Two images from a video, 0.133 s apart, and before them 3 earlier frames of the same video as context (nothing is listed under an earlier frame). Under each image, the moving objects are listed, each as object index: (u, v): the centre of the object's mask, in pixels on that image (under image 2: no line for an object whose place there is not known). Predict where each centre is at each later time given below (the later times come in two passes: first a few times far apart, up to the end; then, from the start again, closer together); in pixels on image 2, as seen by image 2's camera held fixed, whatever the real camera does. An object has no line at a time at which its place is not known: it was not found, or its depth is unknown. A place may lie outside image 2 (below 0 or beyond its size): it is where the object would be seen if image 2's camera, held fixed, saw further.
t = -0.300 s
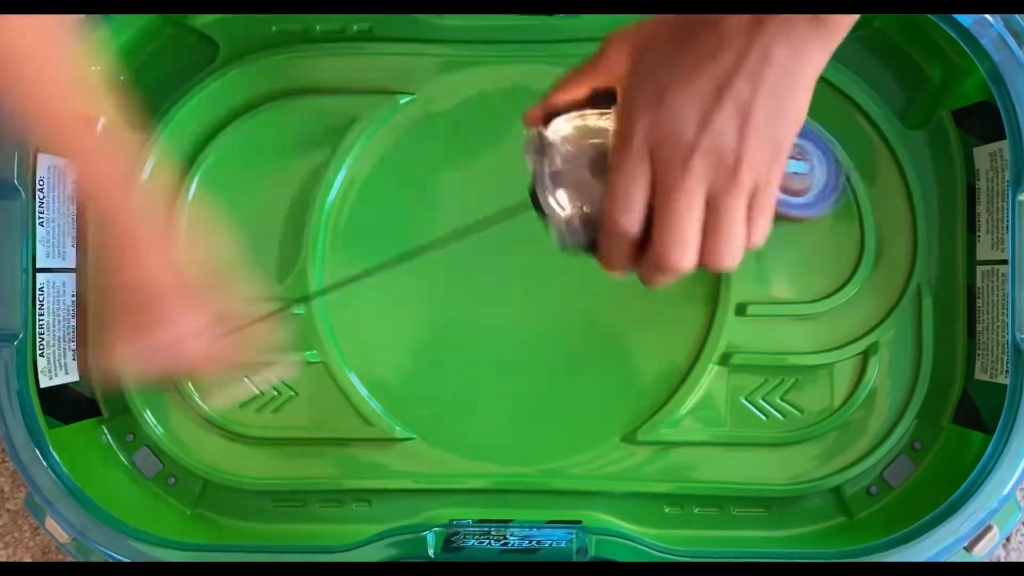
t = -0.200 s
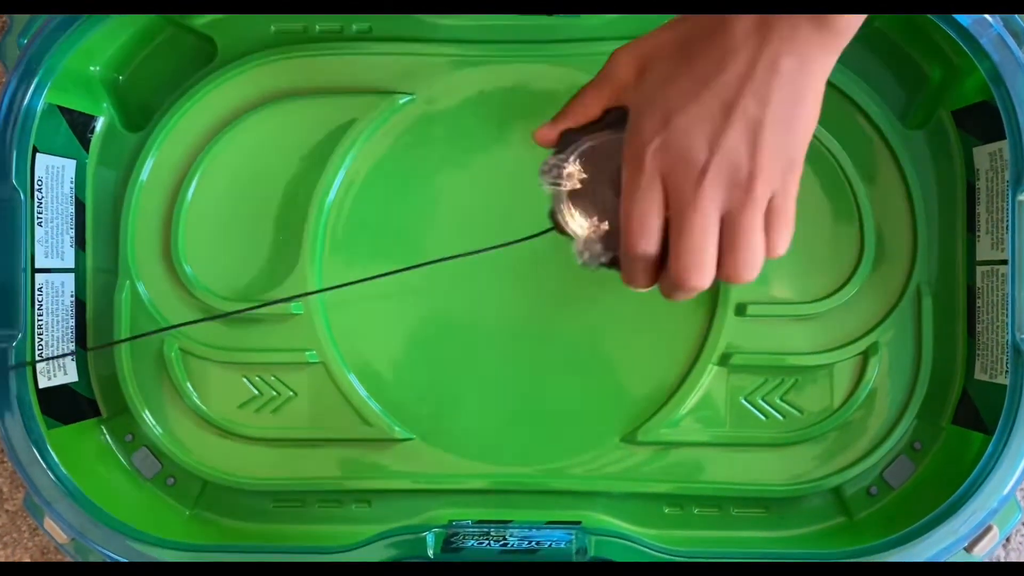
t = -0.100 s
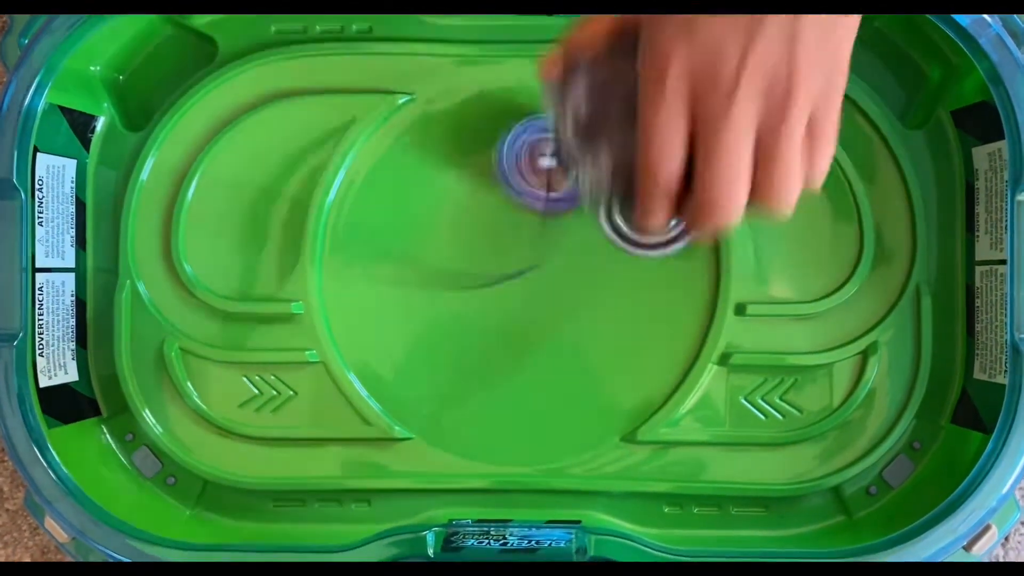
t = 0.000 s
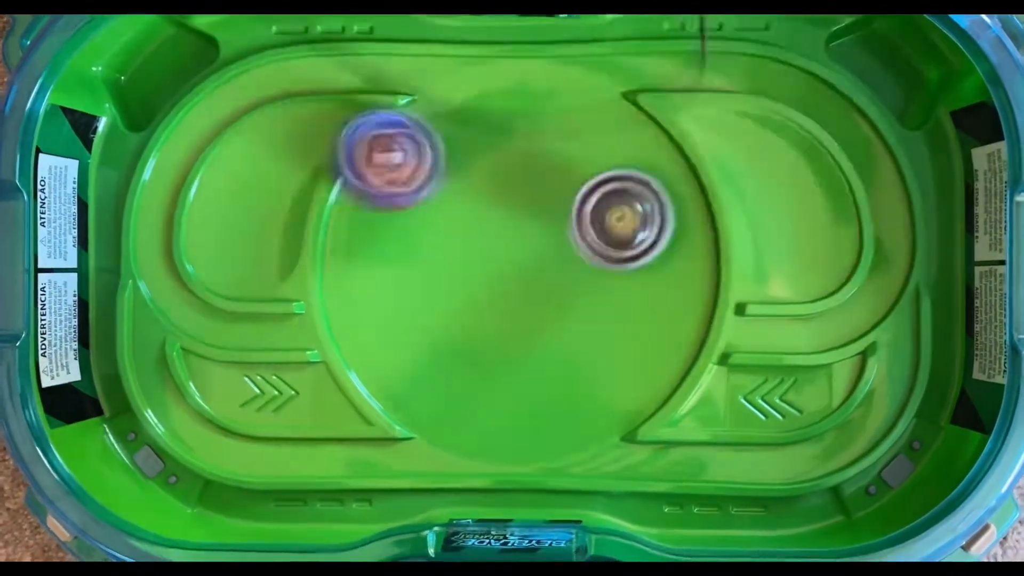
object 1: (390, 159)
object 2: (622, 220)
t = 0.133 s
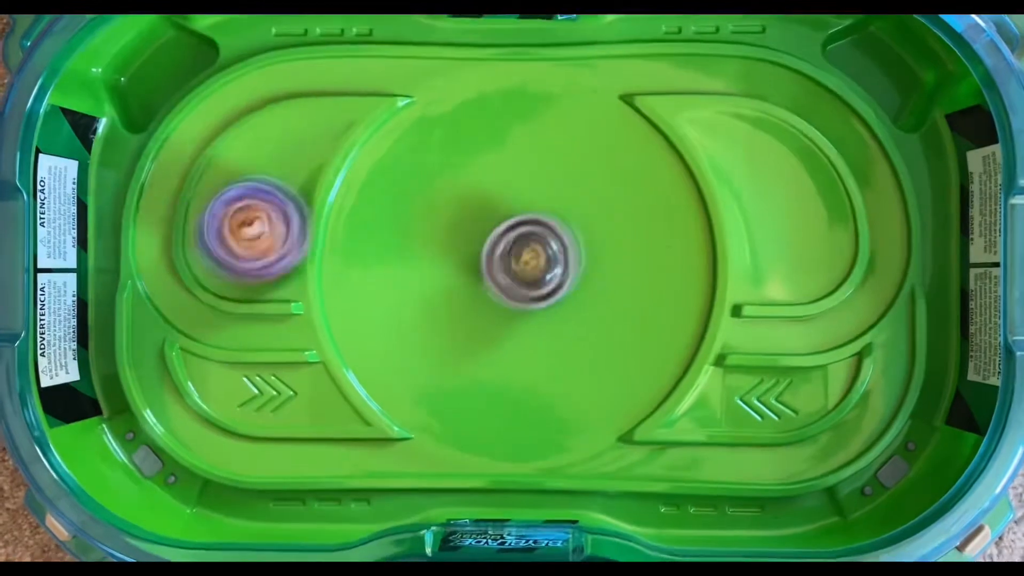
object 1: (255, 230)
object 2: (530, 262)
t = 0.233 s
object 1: (195, 240)
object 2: (461, 318)
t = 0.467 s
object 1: (211, 176)
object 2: (427, 431)
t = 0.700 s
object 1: (218, 201)
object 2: (530, 432)
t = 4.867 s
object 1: (610, 235)
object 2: (599, 378)
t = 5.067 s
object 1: (566, 122)
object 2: (651, 217)
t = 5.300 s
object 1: (429, 90)
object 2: (562, 185)
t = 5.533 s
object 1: (386, 245)
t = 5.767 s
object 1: (348, 345)
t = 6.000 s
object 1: (453, 385)
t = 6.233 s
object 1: (422, 296)
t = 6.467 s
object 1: (404, 182)
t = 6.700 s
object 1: (429, 152)
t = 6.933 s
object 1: (390, 226)
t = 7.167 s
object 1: (444, 323)
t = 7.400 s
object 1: (494, 388)
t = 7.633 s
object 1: (480, 419)
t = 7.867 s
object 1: (424, 365)
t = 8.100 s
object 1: (448, 252)
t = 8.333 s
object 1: (348, 224)
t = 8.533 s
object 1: (403, 235)
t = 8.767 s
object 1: (492, 291)
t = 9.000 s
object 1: (513, 384)
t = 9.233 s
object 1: (459, 411)
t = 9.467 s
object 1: (436, 399)
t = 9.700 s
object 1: (425, 340)
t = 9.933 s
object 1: (405, 289)
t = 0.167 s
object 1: (220, 245)
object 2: (505, 279)
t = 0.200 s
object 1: (188, 251)
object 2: (482, 297)
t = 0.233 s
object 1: (195, 240)
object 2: (461, 318)
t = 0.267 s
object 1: (207, 231)
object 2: (443, 342)
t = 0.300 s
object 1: (214, 221)
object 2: (430, 364)
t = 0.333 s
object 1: (218, 211)
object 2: (422, 383)
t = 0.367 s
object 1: (221, 203)
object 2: (418, 399)
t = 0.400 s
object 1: (220, 193)
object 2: (418, 412)
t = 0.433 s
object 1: (216, 184)
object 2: (421, 422)
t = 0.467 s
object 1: (211, 176)
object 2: (427, 431)
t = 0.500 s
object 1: (204, 169)
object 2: (435, 437)
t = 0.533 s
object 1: (200, 168)
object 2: (447, 442)
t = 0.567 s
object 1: (203, 172)
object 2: (460, 444)
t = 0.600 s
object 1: (207, 180)
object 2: (475, 445)
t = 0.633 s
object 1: (211, 188)
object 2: (492, 444)
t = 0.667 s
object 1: (216, 195)
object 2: (511, 440)
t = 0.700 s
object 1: (218, 201)
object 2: (530, 432)
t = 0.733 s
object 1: (219, 204)
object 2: (548, 420)
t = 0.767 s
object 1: (219, 203)
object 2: (565, 403)
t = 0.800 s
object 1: (219, 199)
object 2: (577, 383)
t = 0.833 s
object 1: (219, 193)
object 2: (583, 359)
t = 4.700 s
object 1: (558, 333)
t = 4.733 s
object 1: (575, 315)
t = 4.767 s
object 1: (588, 296)
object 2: (511, 421)
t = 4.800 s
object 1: (599, 277)
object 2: (543, 412)
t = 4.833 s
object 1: (606, 256)
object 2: (572, 398)
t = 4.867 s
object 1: (610, 235)
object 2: (599, 378)
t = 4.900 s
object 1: (612, 214)
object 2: (622, 354)
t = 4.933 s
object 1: (611, 194)
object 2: (640, 324)
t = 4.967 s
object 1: (607, 176)
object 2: (650, 292)
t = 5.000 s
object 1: (600, 159)
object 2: (654, 260)
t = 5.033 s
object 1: (589, 145)
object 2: (651, 229)
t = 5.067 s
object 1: (566, 122)
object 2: (651, 217)
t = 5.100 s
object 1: (543, 98)
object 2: (649, 209)
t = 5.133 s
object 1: (522, 83)
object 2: (643, 200)
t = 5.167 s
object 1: (502, 78)
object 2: (632, 191)
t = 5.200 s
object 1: (482, 76)
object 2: (618, 183)
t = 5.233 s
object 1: (463, 77)
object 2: (601, 178)
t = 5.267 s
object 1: (446, 82)
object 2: (581, 179)
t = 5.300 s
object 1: (429, 90)
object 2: (562, 185)
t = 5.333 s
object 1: (414, 101)
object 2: (542, 194)
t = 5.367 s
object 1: (405, 119)
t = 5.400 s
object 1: (396, 141)
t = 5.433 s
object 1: (388, 165)
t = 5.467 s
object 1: (384, 191)
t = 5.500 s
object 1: (383, 218)
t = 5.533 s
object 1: (386, 245)
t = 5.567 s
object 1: (369, 256)
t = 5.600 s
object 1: (356, 268)
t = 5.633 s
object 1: (349, 284)
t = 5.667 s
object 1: (343, 302)
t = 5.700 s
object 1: (341, 318)
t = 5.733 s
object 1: (341, 333)
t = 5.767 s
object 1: (348, 345)
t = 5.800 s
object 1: (357, 357)
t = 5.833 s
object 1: (367, 366)
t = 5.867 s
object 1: (380, 375)
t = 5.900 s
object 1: (396, 382)
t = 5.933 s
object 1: (413, 387)
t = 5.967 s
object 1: (433, 387)
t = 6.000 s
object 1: (453, 385)
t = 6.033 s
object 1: (472, 380)
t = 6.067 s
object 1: (492, 373)
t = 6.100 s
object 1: (510, 363)
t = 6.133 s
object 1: (487, 354)
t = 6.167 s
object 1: (463, 334)
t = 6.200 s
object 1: (441, 316)
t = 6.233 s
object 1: (422, 296)
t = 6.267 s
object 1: (410, 268)
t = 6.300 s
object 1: (402, 246)
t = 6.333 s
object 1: (399, 229)
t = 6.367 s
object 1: (398, 217)
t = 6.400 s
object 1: (399, 204)
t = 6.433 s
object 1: (401, 192)
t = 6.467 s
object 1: (404, 182)
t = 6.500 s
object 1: (407, 175)
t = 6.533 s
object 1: (413, 168)
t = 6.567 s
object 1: (420, 162)
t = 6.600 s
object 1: (429, 158)
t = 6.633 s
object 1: (438, 155)
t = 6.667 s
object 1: (444, 154)
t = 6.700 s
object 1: (429, 152)
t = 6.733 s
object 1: (414, 157)
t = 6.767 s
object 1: (404, 166)
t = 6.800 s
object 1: (398, 173)
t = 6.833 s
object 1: (392, 185)
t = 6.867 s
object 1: (391, 198)
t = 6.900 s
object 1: (389, 210)
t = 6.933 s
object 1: (390, 226)
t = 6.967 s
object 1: (394, 239)
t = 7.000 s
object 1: (397, 254)
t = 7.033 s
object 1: (406, 269)
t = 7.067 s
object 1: (412, 283)
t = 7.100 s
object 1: (422, 299)
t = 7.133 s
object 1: (434, 311)
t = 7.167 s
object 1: (444, 323)
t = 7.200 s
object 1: (457, 337)
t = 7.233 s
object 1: (470, 346)
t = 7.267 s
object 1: (483, 357)
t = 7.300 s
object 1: (488, 364)
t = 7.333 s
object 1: (488, 374)
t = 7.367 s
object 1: (492, 383)
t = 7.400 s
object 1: (494, 388)
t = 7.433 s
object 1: (498, 397)
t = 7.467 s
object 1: (498, 402)
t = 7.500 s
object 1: (493, 409)
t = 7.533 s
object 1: (491, 414)
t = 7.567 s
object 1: (486, 419)
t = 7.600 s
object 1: (484, 420)
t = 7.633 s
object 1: (480, 419)
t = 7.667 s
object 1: (479, 416)
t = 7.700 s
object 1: (475, 411)
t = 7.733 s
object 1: (469, 412)
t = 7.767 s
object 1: (448, 400)
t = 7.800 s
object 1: (439, 393)
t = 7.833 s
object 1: (427, 379)
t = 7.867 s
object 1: (424, 365)
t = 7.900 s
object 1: (427, 346)
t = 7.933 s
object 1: (435, 328)
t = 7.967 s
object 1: (438, 313)
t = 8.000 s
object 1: (435, 296)
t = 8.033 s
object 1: (438, 280)
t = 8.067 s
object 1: (443, 266)
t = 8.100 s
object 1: (448, 252)
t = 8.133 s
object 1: (433, 238)
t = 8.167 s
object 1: (409, 228)
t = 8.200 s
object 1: (383, 233)
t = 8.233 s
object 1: (362, 228)
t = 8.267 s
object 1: (351, 224)
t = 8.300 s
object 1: (344, 228)
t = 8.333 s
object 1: (348, 224)
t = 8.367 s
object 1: (356, 230)
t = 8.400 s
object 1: (368, 232)
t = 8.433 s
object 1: (374, 236)
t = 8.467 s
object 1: (387, 234)
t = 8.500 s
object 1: (390, 236)
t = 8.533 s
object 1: (403, 235)
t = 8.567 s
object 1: (409, 239)
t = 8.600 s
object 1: (426, 244)
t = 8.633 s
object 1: (435, 248)
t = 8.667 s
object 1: (453, 260)
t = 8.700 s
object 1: (464, 267)
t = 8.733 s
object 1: (480, 282)
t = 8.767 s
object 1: (492, 291)
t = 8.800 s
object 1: (507, 308)
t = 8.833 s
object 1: (518, 318)
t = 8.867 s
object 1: (523, 337)
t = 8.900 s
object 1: (516, 350)
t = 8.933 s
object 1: (513, 362)
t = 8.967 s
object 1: (514, 377)
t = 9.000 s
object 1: (513, 384)
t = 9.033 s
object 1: (514, 390)
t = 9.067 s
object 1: (519, 394)
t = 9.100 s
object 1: (504, 406)
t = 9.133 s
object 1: (487, 411)
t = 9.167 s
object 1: (475, 412)
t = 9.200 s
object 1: (465, 413)
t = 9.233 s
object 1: (459, 411)
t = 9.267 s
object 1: (458, 408)
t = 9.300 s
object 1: (460, 405)
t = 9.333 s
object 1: (458, 403)
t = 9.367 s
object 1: (445, 402)
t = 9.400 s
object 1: (438, 403)
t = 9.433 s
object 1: (436, 402)
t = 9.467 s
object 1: (436, 399)
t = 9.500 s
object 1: (439, 392)
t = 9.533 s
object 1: (432, 387)
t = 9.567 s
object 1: (424, 382)
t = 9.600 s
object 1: (420, 373)
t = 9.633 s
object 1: (419, 362)
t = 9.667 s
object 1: (420, 352)
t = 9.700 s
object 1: (425, 340)
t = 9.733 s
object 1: (427, 328)
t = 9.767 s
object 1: (425, 320)
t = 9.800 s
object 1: (427, 312)
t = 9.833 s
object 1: (424, 305)
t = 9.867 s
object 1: (417, 299)
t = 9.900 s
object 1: (410, 292)
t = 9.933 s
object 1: (405, 289)
